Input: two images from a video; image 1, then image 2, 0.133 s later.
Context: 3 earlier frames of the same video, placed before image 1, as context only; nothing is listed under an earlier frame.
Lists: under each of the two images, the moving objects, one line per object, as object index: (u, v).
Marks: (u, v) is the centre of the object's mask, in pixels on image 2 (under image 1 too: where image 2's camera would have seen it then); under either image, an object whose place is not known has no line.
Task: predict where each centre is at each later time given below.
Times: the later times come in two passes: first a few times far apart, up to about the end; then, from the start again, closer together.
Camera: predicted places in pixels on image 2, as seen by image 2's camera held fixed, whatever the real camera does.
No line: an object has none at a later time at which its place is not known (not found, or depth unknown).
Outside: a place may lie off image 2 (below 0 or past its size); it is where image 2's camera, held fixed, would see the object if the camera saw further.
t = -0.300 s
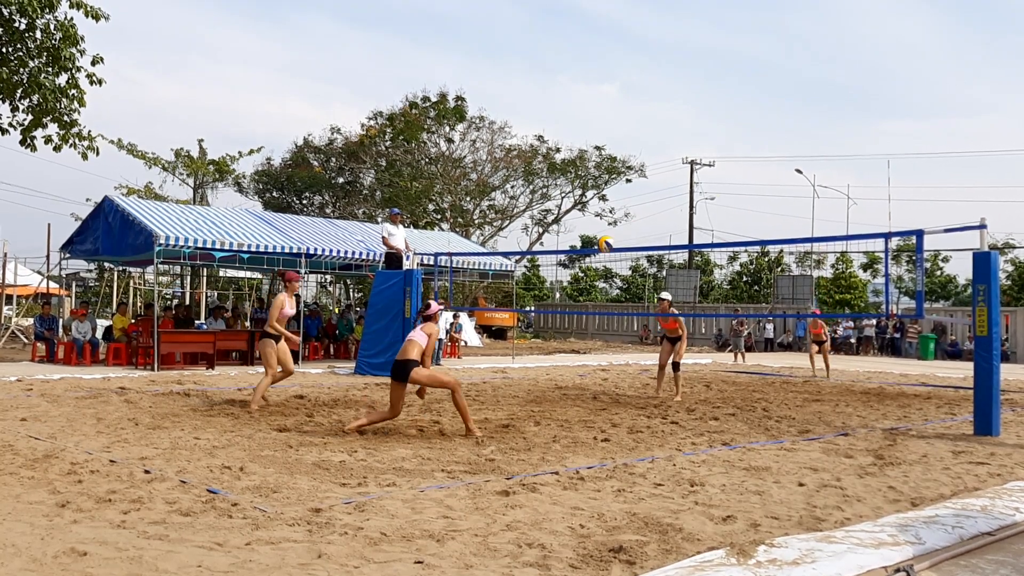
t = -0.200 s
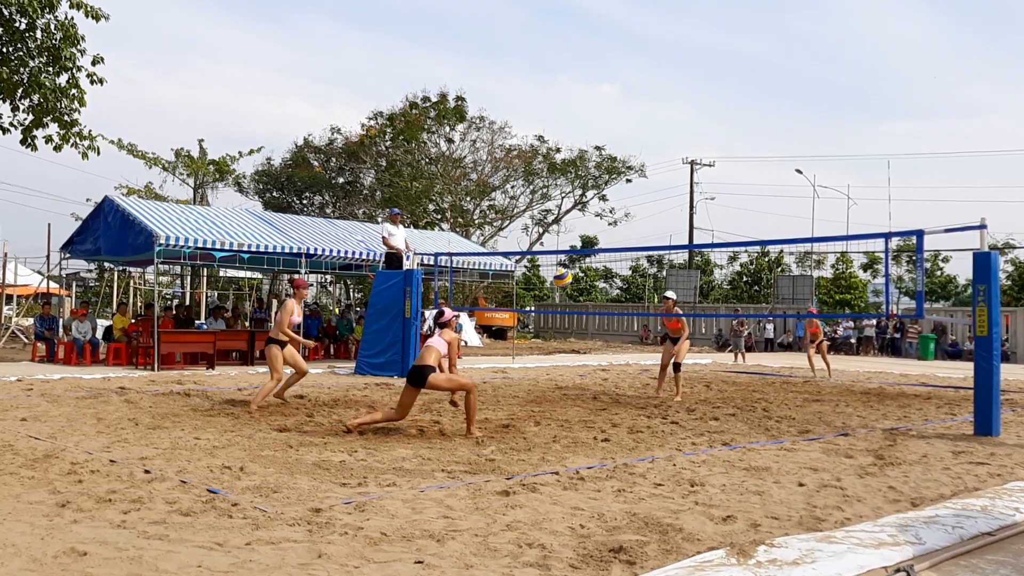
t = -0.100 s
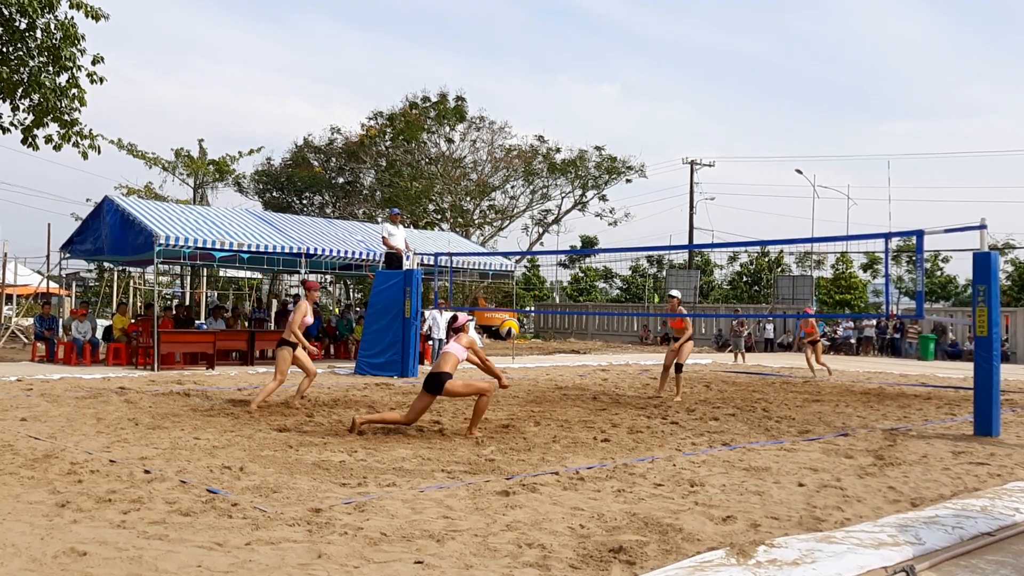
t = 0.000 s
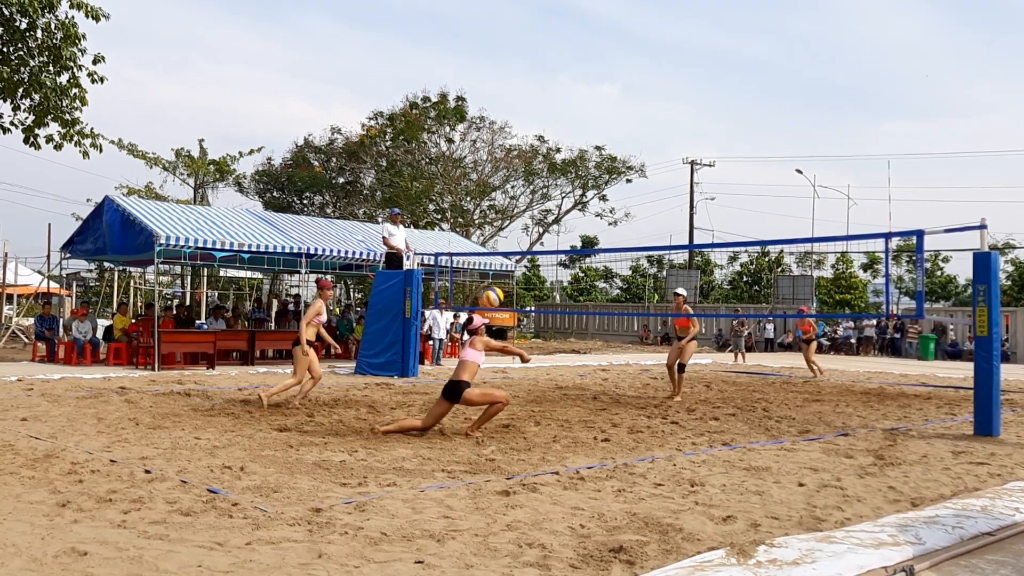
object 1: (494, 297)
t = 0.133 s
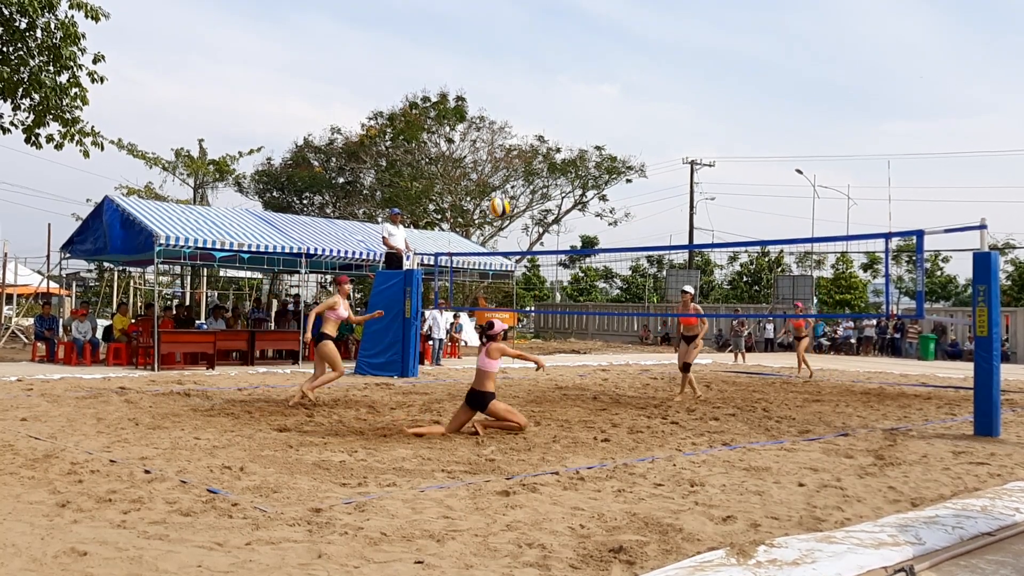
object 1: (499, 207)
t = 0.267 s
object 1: (504, 135)
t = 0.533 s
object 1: (513, 44)
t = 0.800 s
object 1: (520, 18)
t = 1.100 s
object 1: (525, 63)
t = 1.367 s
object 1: (529, 165)
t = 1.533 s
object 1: (532, 257)
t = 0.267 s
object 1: (504, 135)
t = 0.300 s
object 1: (506, 121)
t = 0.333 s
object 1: (507, 107)
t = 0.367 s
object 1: (508, 94)
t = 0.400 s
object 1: (509, 82)
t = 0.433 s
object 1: (510, 71)
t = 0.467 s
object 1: (511, 62)
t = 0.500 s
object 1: (513, 52)
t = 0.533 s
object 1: (513, 44)
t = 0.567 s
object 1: (514, 37)
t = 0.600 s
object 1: (515, 32)
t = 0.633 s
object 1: (516, 27)
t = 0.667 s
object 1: (517, 23)
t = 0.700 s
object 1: (518, 20)
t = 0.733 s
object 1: (518, 18)
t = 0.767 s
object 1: (519, 18)
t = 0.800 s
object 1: (520, 18)
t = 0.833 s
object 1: (520, 19)
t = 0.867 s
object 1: (521, 21)
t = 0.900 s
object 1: (522, 25)
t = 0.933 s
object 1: (522, 28)
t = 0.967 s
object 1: (523, 33)
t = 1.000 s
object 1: (523, 39)
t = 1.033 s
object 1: (524, 47)
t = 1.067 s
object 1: (525, 54)
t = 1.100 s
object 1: (525, 63)
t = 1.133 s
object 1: (526, 73)
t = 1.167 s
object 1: (526, 83)
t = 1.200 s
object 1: (526, 95)
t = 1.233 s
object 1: (527, 107)
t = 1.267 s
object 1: (527, 120)
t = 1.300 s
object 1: (528, 135)
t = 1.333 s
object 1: (529, 151)
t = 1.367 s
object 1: (529, 165)
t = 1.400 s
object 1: (529, 181)
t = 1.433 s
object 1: (530, 199)
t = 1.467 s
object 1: (531, 218)
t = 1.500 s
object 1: (531, 236)
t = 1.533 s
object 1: (532, 257)
